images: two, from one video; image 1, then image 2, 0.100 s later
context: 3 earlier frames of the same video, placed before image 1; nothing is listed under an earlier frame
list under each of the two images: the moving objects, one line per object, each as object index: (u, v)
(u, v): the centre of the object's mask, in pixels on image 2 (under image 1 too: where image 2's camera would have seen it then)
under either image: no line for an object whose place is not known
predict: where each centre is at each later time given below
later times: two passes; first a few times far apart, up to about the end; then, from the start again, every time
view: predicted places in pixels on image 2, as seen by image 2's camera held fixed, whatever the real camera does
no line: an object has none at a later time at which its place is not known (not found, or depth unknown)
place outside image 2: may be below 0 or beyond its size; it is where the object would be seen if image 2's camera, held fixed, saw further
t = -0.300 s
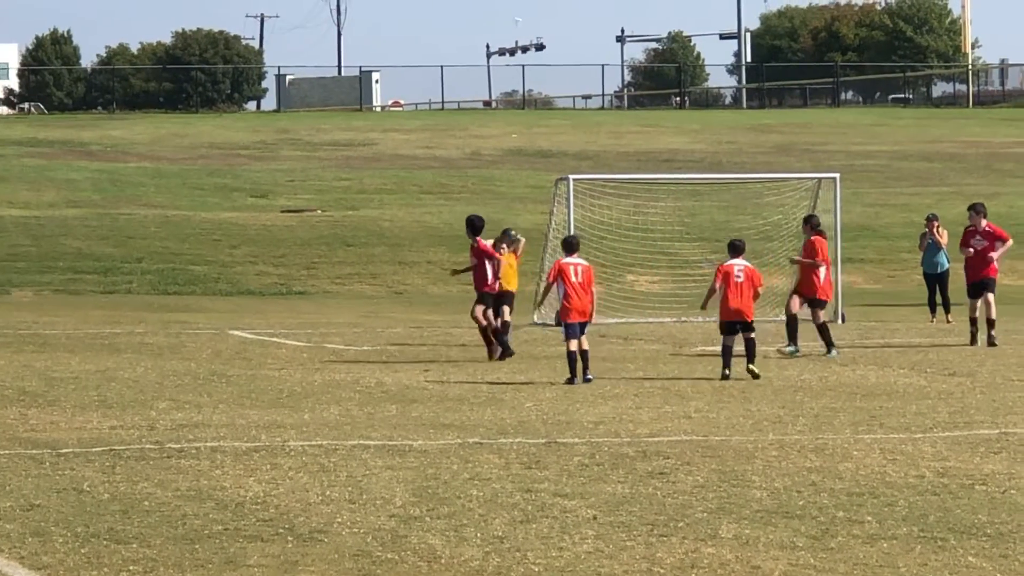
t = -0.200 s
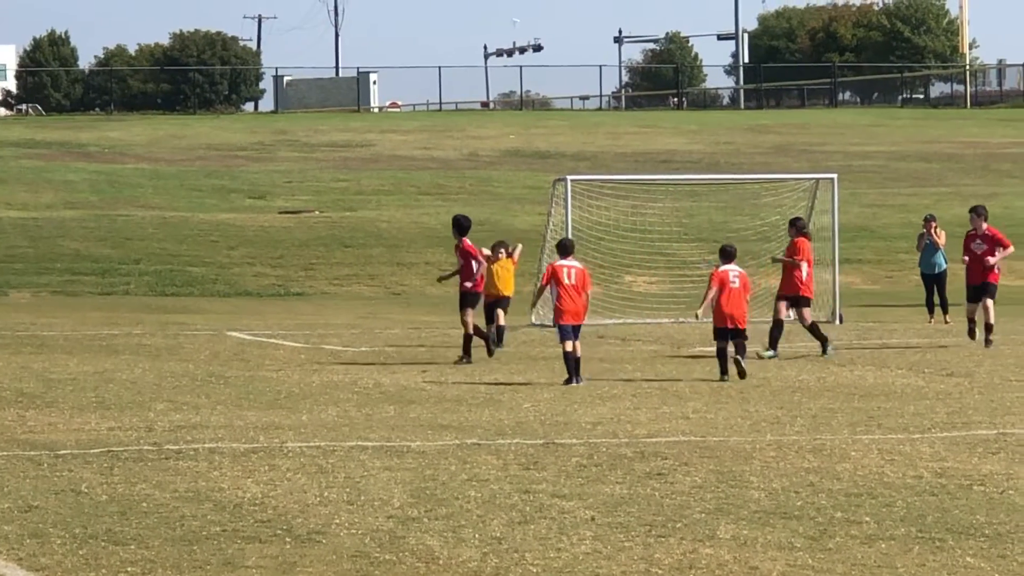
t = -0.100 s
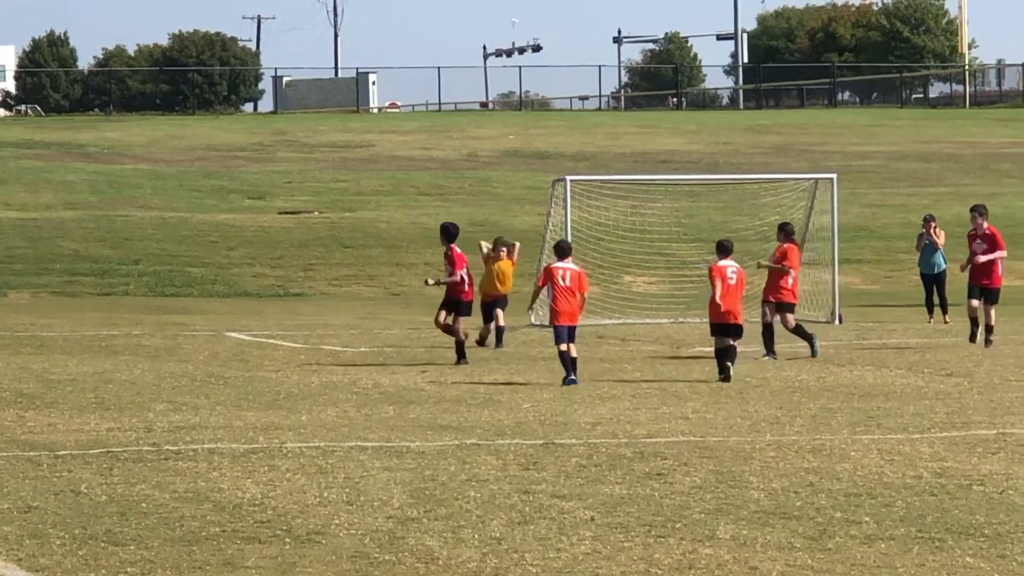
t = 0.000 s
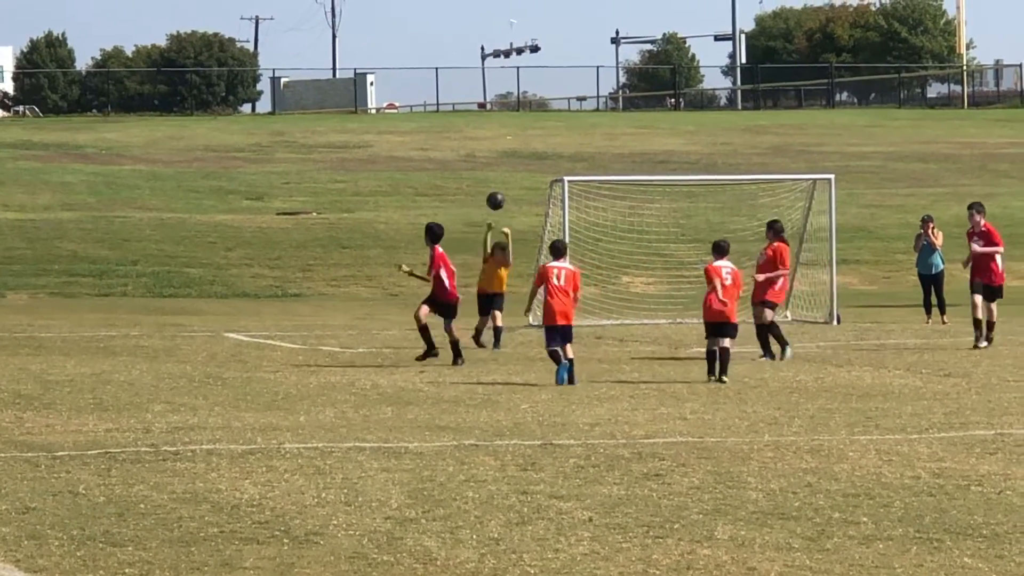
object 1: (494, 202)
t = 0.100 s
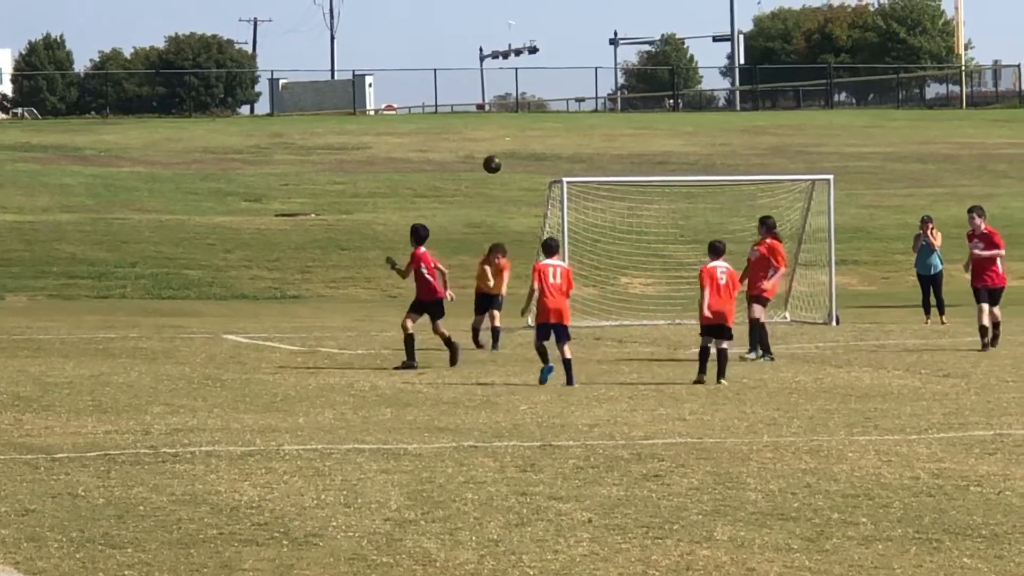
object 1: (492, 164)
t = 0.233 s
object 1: (491, 126)
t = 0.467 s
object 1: (495, 96)
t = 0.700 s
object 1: (502, 118)
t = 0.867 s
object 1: (510, 166)
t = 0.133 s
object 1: (492, 153)
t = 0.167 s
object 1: (491, 143)
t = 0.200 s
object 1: (491, 134)
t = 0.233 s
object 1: (491, 126)
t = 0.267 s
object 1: (491, 119)
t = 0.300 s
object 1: (491, 112)
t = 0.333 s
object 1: (491, 107)
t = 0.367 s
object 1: (493, 103)
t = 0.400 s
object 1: (493, 99)
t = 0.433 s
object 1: (494, 97)
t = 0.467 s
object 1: (495, 96)
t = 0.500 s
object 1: (496, 96)
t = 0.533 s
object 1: (496, 97)
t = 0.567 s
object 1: (497, 99)
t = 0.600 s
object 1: (499, 102)
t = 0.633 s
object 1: (499, 106)
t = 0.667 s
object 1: (501, 111)
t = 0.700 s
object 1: (502, 118)
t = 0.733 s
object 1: (504, 125)
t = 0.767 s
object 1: (506, 133)
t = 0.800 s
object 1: (507, 143)
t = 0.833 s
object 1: (509, 153)
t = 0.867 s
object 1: (510, 166)
